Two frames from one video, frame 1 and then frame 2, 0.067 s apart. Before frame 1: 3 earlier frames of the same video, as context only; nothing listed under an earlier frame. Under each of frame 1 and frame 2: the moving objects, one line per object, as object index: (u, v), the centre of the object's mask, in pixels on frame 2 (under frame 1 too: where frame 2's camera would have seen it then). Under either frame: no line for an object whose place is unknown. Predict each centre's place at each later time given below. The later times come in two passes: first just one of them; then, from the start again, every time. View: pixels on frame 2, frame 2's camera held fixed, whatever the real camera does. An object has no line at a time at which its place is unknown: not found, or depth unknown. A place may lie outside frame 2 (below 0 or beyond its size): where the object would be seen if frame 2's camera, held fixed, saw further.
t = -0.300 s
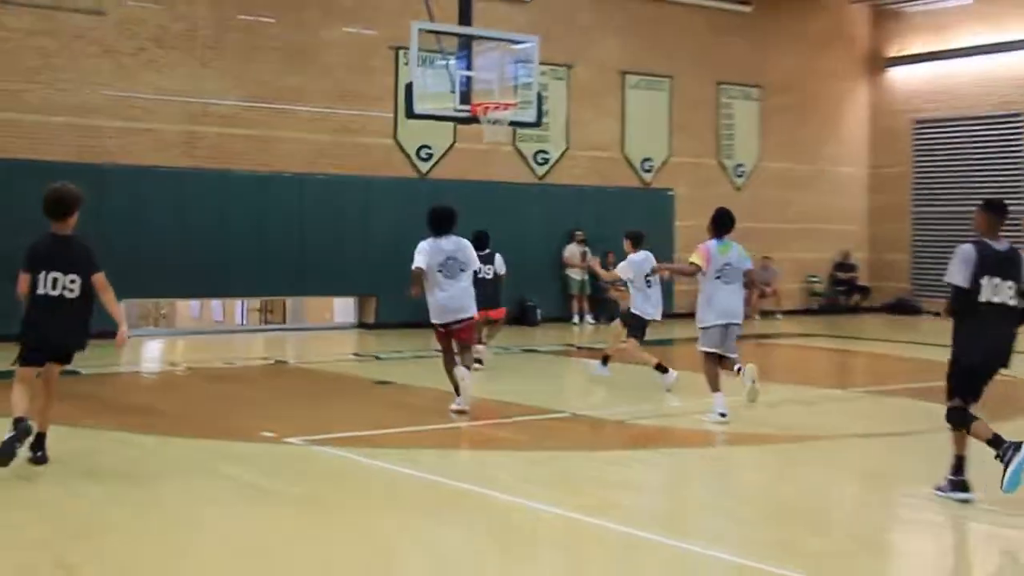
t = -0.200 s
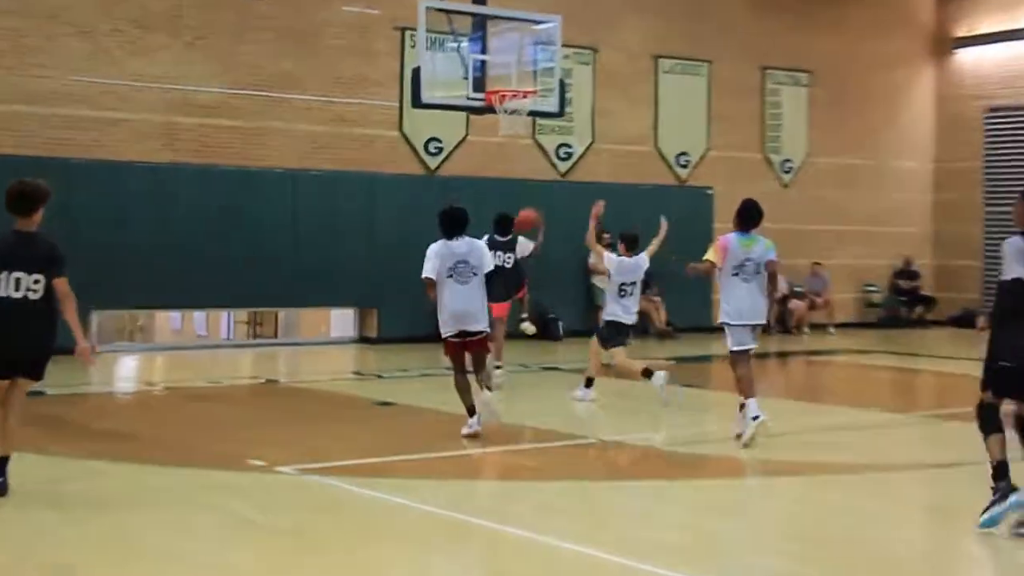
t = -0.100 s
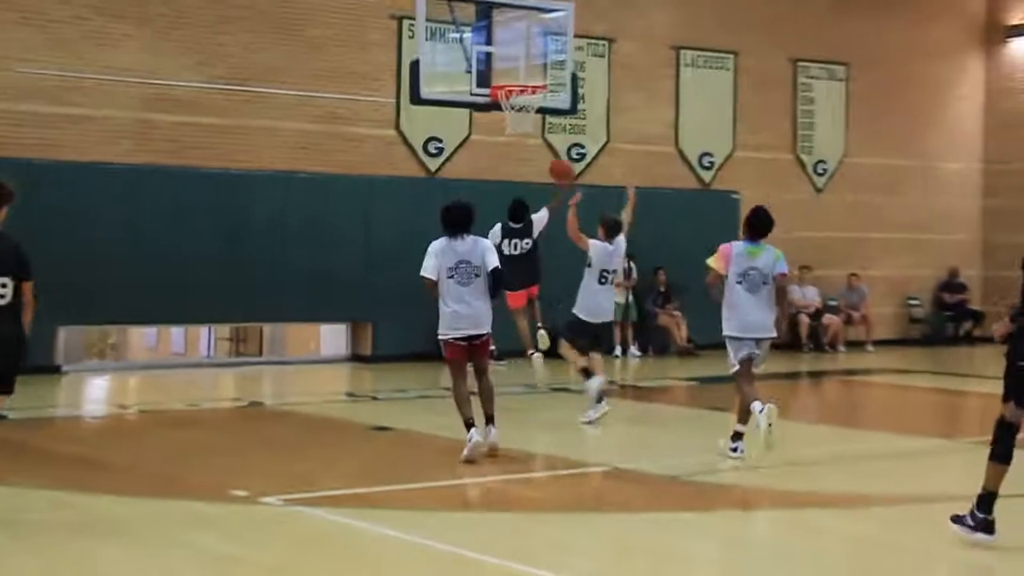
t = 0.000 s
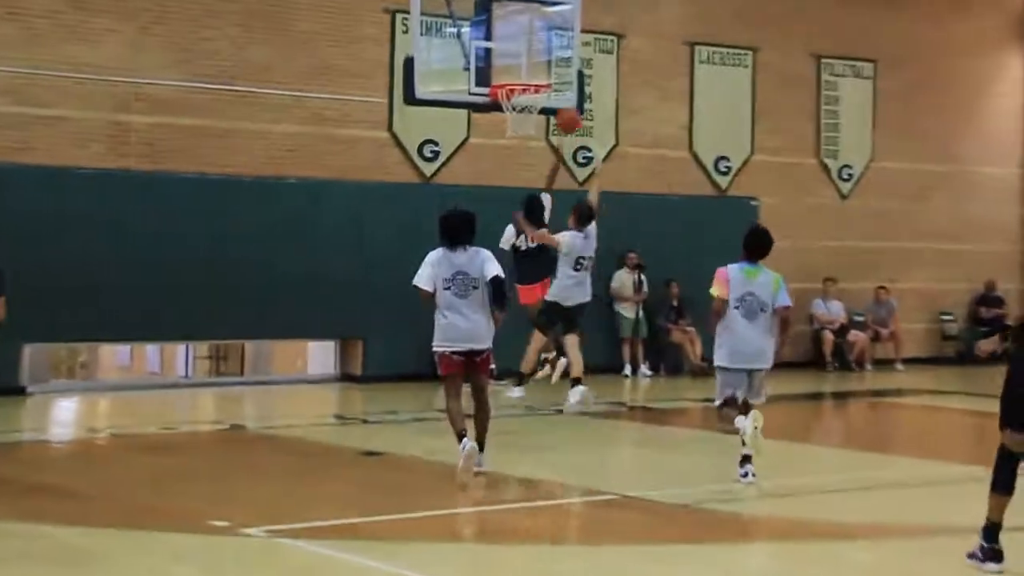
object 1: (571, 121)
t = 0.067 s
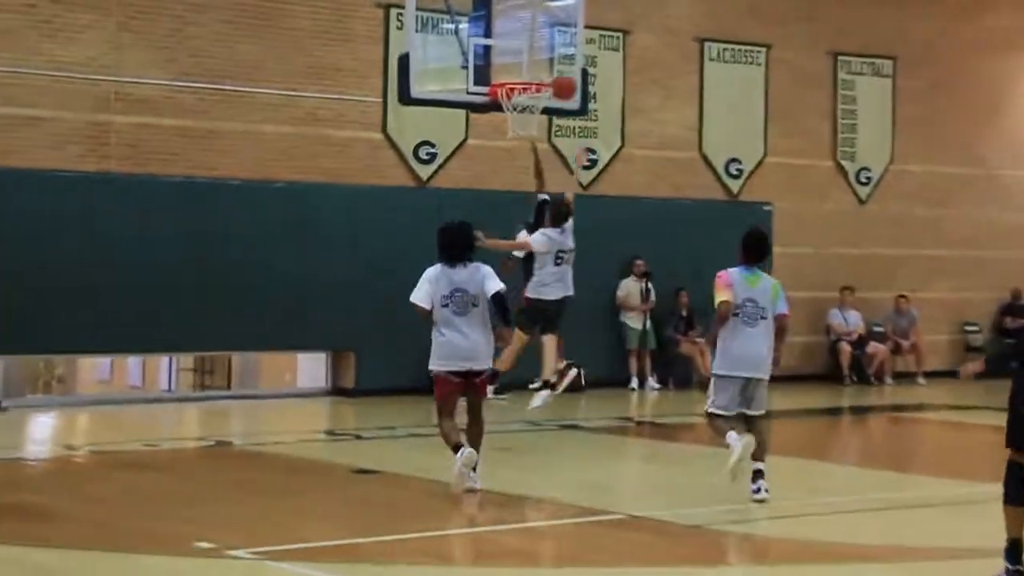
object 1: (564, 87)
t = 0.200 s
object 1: (550, 42)
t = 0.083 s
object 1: (562, 80)
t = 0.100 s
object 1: (559, 72)
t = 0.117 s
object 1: (558, 65)
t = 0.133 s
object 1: (556, 58)
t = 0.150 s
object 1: (554, 52)
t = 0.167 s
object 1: (552, 47)
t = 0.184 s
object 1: (551, 45)
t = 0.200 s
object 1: (550, 42)
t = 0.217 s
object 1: (549, 41)
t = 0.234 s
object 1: (549, 39)
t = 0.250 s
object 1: (548, 37)
